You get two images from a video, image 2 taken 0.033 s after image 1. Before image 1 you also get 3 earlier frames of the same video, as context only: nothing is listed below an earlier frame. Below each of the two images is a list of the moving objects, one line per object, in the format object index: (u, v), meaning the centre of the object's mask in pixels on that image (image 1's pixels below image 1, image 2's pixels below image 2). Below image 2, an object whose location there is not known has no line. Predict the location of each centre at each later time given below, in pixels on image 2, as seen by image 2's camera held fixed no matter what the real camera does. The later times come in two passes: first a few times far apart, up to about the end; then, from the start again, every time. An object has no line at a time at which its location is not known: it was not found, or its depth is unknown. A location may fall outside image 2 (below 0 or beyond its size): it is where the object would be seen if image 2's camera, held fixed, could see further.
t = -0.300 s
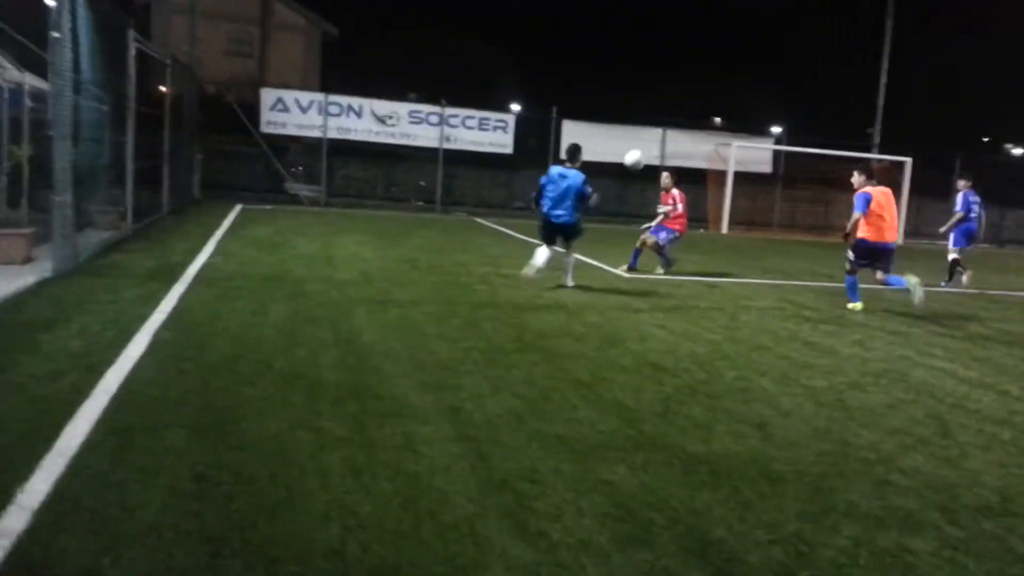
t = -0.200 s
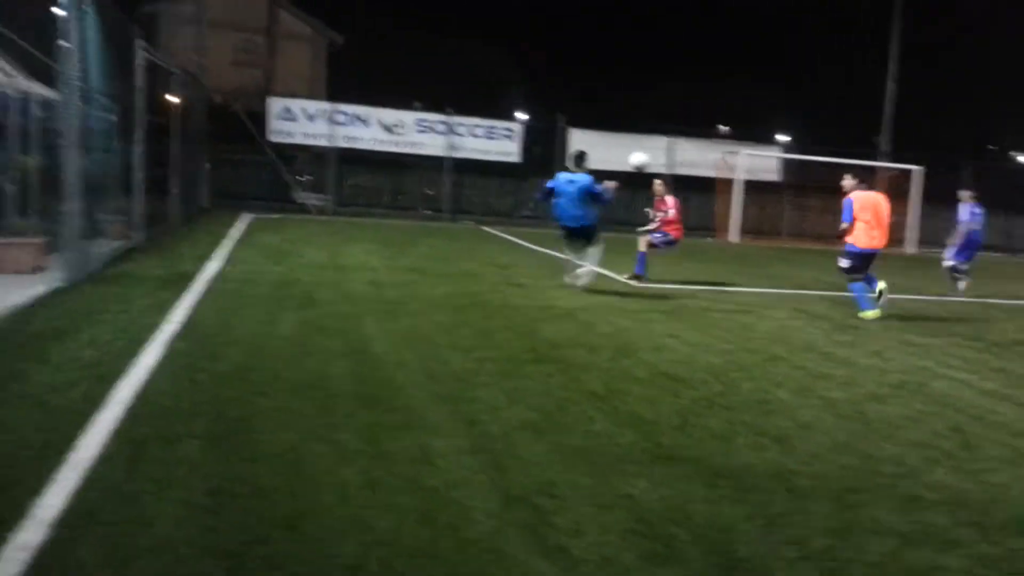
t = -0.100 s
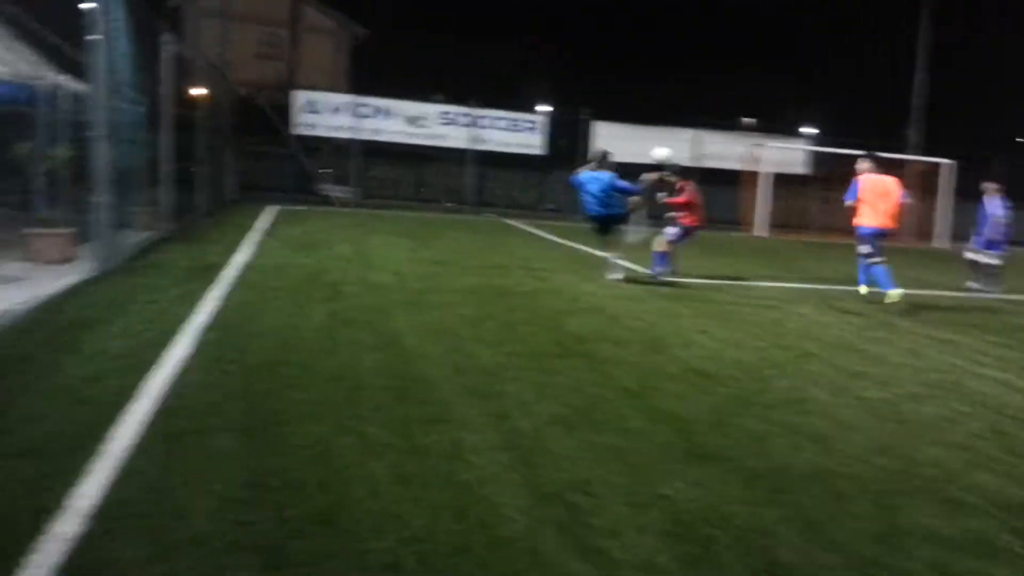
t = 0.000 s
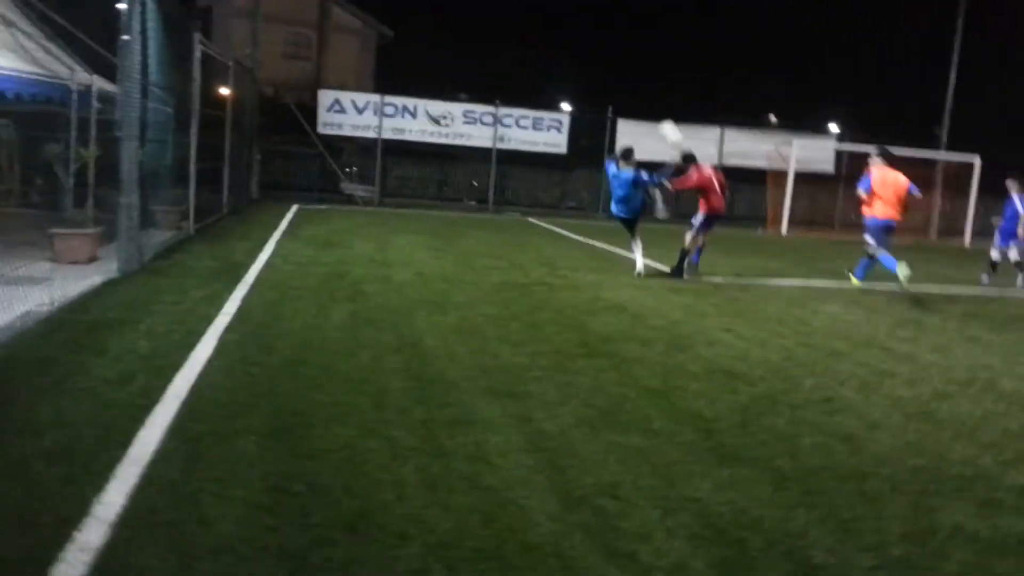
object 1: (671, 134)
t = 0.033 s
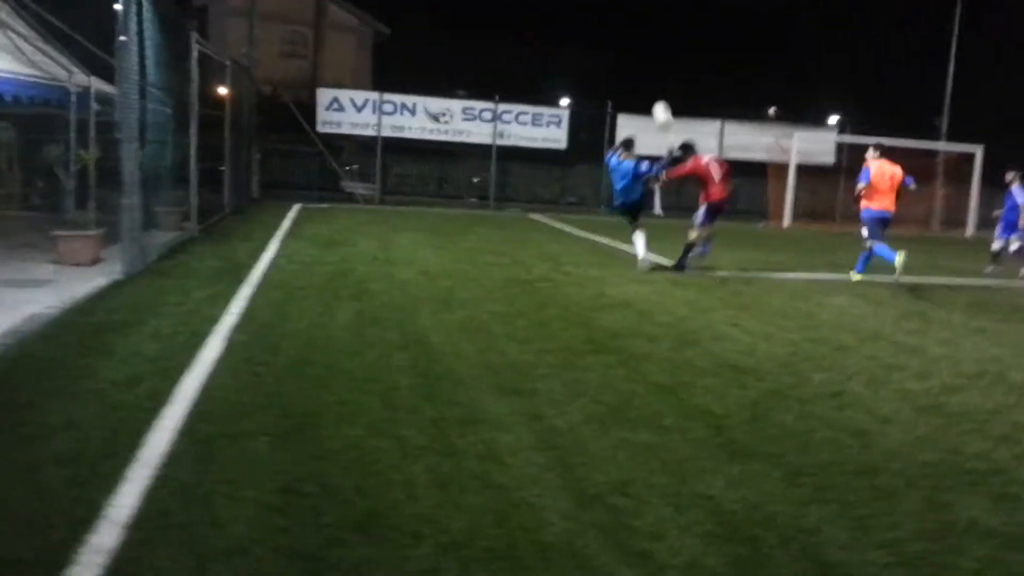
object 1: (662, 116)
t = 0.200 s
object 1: (610, 57)
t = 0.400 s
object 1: (538, 14)
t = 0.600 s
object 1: (458, 5)
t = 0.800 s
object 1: (372, 35)
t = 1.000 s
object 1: (276, 106)
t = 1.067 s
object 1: (242, 137)
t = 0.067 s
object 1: (652, 101)
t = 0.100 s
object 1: (641, 89)
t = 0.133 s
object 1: (630, 77)
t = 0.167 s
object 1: (619, 67)
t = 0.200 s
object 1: (610, 57)
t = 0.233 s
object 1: (600, 47)
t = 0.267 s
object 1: (587, 39)
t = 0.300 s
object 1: (576, 31)
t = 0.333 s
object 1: (564, 24)
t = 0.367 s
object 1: (552, 18)
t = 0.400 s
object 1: (538, 14)
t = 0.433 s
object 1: (525, 11)
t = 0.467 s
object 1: (513, 7)
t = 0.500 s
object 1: (501, 5)
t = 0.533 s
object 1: (486, 4)
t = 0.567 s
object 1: (471, 5)
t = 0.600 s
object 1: (458, 5)
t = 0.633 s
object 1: (445, 7)
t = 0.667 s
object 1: (430, 10)
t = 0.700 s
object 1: (415, 14)
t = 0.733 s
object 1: (401, 18)
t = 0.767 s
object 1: (386, 25)
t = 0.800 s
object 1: (372, 35)
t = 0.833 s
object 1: (358, 45)
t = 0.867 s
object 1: (342, 55)
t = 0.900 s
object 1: (324, 64)
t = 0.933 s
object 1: (306, 74)
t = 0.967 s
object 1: (290, 90)
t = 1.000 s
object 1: (276, 106)
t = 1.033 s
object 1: (259, 122)
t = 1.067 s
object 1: (242, 137)
